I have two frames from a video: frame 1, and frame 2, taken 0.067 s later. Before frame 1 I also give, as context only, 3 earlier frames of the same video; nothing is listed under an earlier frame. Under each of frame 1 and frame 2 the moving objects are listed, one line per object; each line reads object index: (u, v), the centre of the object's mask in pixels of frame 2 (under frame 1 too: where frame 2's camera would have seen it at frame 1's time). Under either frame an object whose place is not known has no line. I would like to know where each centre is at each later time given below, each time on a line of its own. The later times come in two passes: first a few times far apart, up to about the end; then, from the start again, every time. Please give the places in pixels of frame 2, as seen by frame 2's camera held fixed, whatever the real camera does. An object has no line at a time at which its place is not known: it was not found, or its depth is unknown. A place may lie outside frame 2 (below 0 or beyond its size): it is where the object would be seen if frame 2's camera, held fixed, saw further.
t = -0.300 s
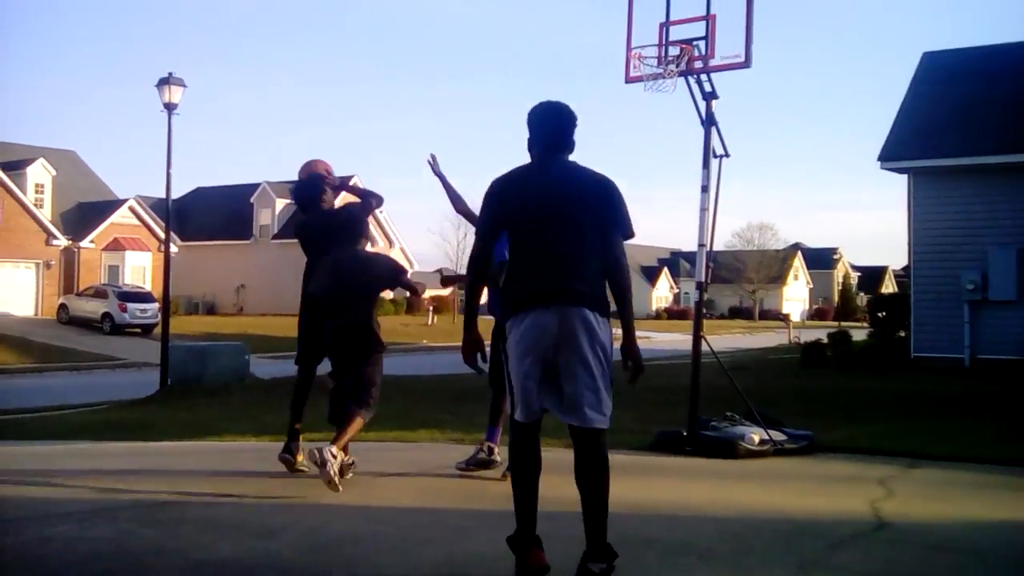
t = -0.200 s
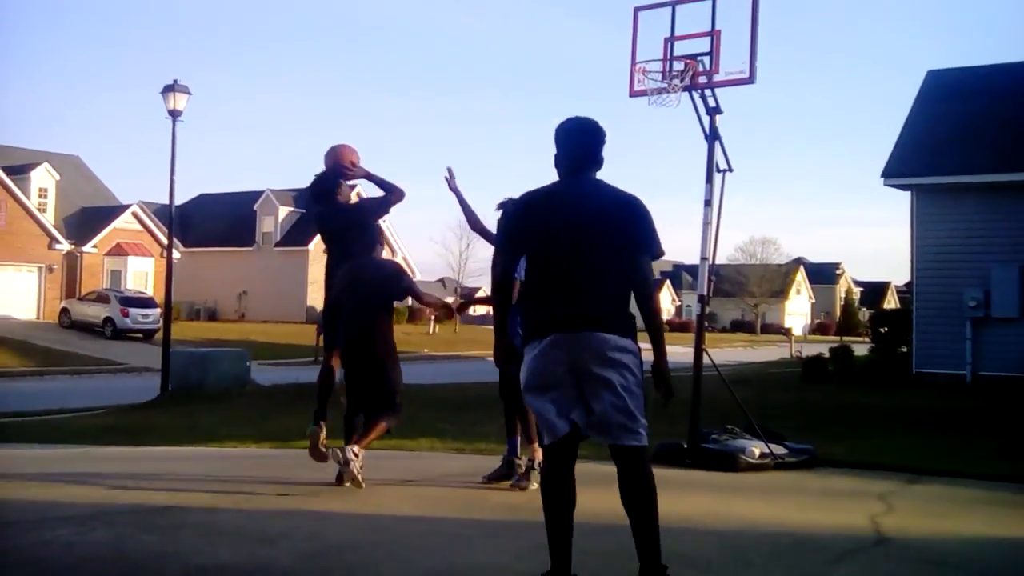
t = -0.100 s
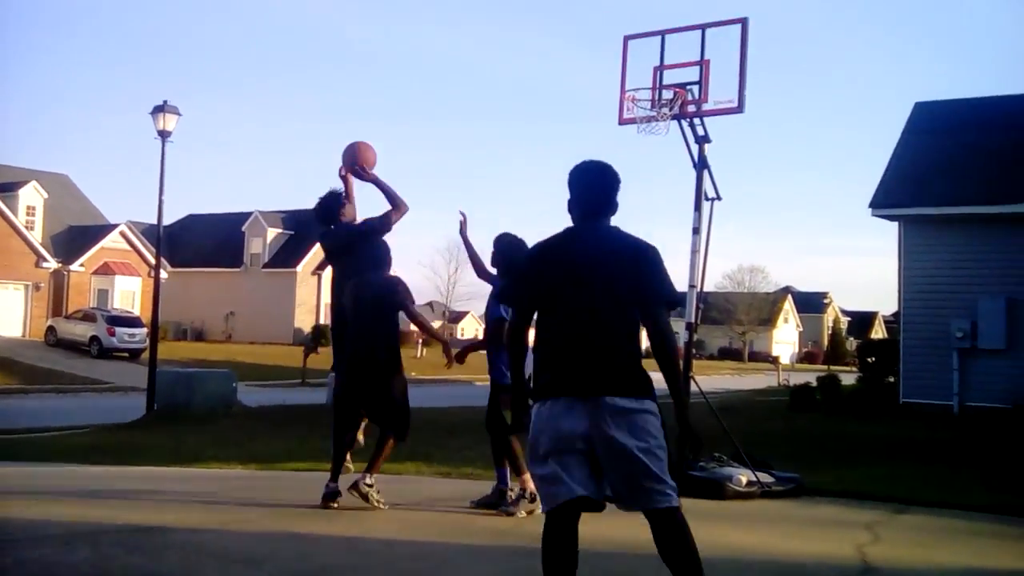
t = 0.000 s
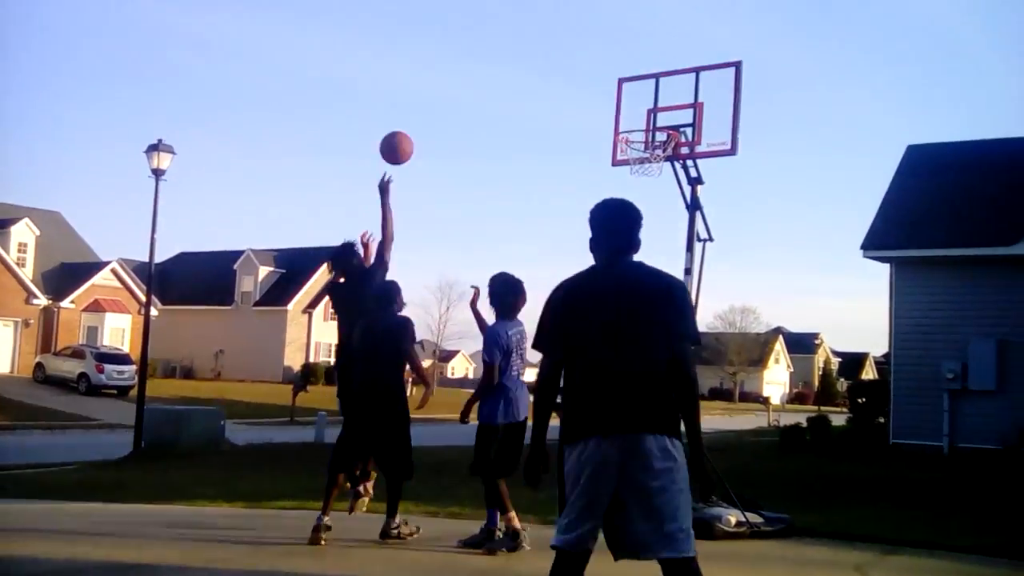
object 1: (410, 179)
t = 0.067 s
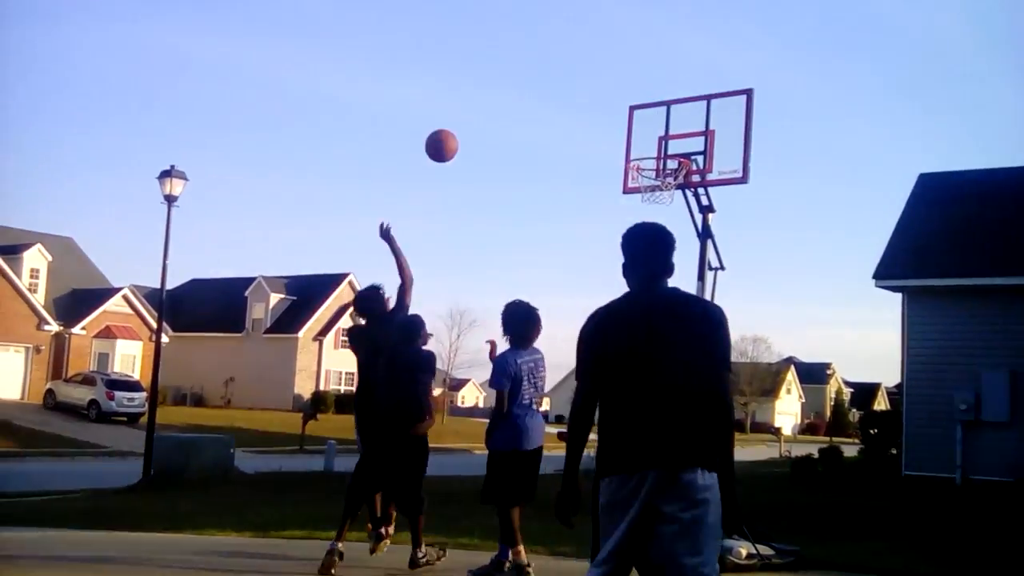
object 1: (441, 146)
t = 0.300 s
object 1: (546, 96)
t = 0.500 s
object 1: (625, 109)
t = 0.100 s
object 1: (454, 135)
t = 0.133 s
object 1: (468, 121)
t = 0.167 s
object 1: (483, 112)
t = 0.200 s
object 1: (500, 106)
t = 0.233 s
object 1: (517, 101)
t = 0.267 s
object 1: (532, 97)
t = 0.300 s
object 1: (546, 96)
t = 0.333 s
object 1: (559, 94)
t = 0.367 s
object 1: (572, 94)
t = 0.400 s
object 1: (586, 95)
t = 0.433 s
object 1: (599, 98)
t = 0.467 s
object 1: (612, 103)
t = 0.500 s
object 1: (625, 109)
